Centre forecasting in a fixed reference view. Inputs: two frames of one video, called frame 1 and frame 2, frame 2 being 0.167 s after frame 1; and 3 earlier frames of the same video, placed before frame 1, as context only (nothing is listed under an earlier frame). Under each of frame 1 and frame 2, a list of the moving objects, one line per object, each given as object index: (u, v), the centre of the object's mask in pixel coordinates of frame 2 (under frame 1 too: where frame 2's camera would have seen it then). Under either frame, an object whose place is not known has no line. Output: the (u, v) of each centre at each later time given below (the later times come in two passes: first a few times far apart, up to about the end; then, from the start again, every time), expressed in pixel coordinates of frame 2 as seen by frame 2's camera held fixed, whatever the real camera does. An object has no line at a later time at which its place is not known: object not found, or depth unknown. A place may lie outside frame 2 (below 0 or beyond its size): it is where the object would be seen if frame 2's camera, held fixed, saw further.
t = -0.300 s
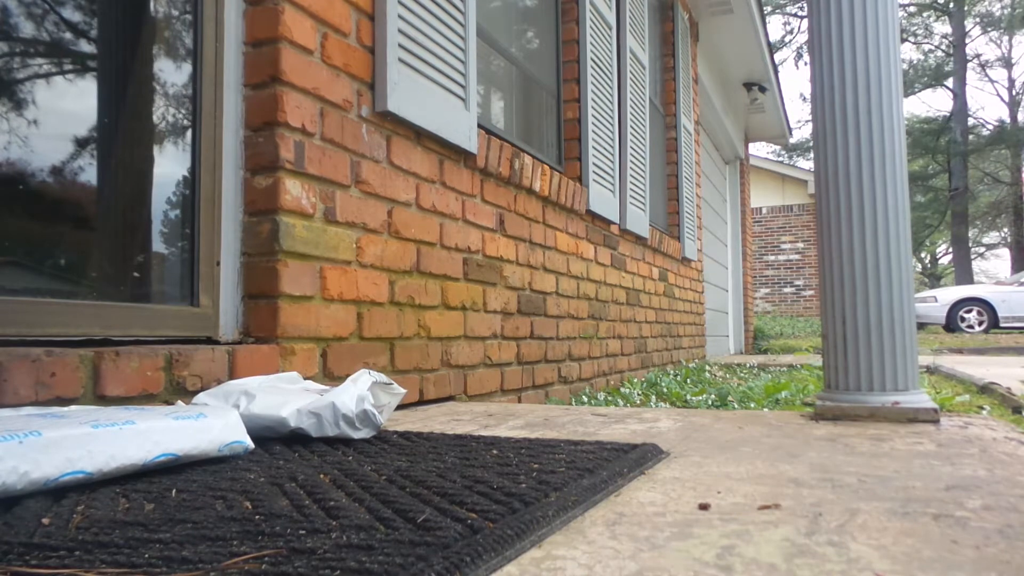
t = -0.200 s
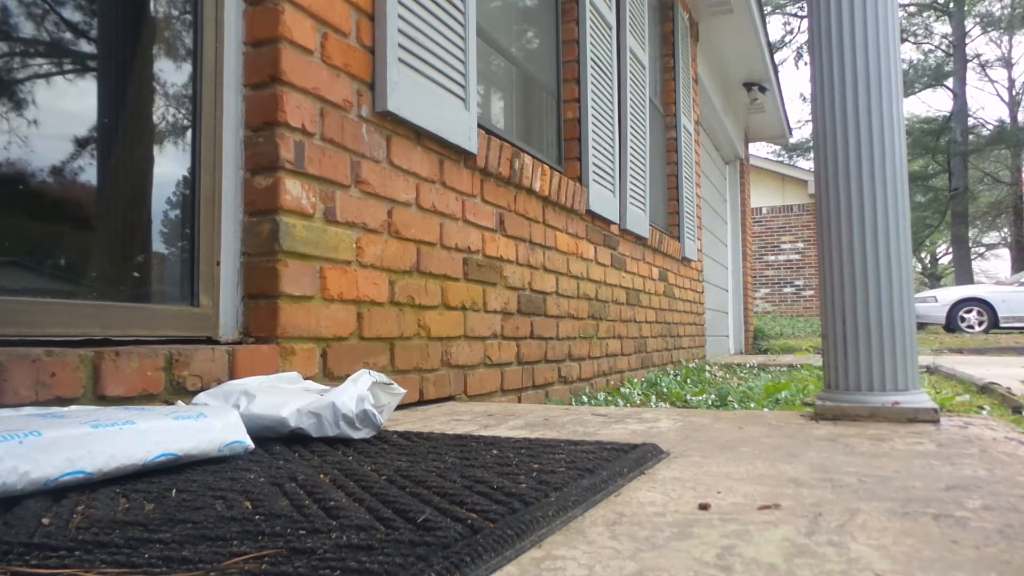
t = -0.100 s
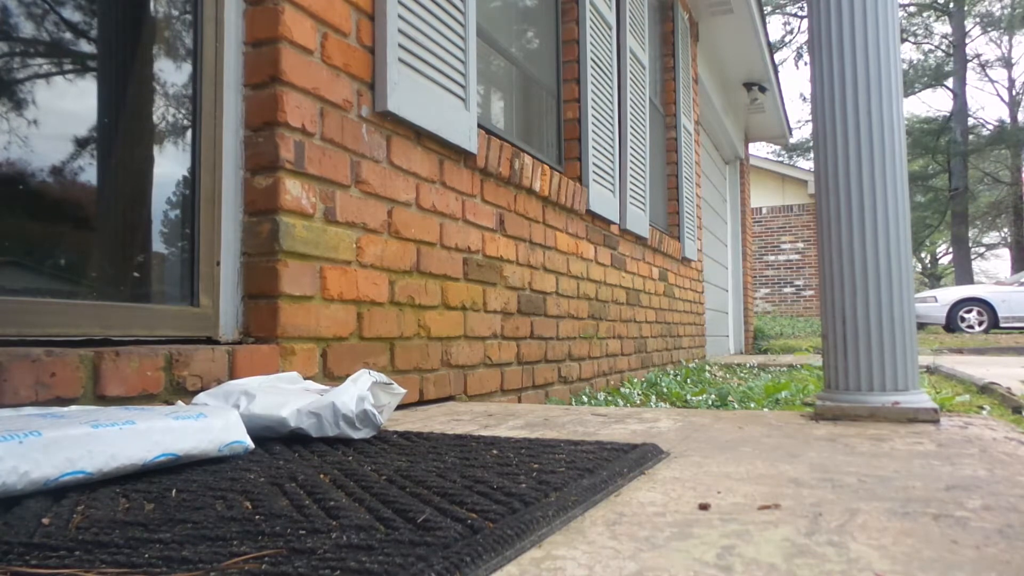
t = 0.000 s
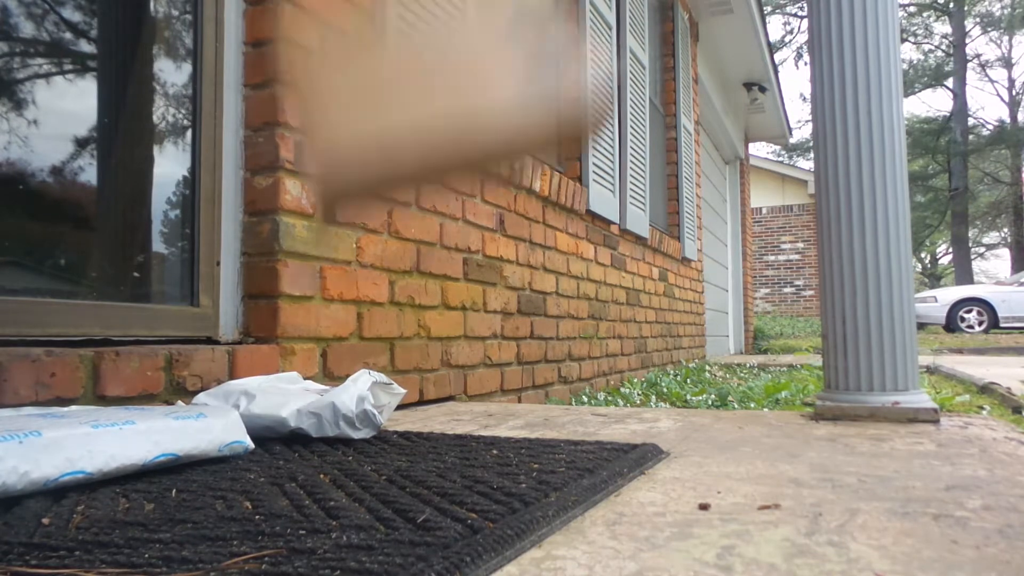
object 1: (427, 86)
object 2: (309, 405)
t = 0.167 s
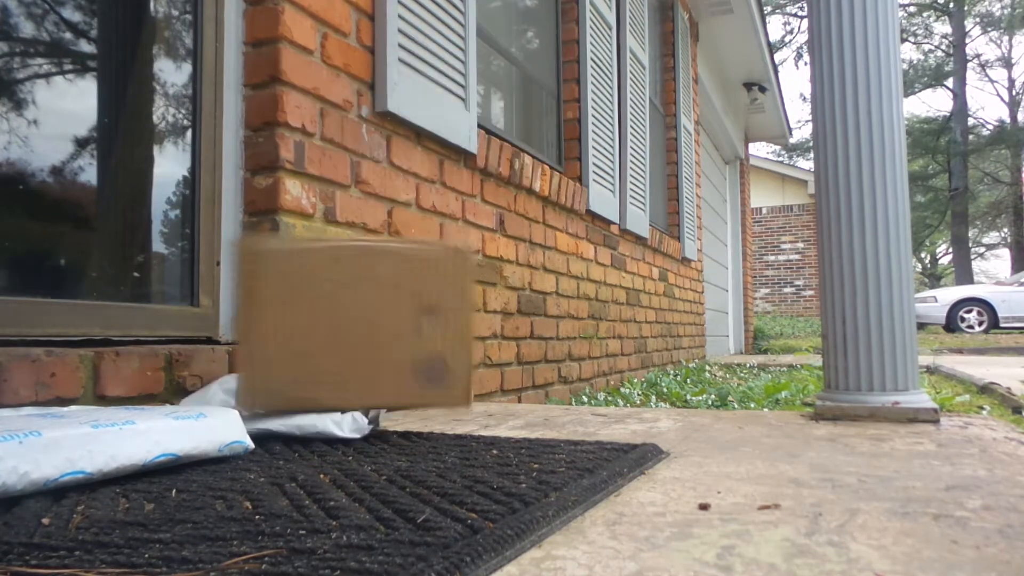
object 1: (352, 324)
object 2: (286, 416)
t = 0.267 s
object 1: (387, 332)
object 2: (284, 408)
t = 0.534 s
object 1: (426, 376)
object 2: (297, 406)
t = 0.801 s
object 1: (435, 392)
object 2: (288, 407)
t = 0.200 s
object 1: (366, 325)
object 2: (283, 414)
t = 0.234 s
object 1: (380, 333)
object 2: (280, 411)
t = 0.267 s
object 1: (387, 332)
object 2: (284, 408)
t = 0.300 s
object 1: (394, 335)
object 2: (286, 407)
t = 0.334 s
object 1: (401, 344)
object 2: (288, 408)
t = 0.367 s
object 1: (407, 354)
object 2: (287, 408)
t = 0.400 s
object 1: (412, 372)
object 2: (286, 407)
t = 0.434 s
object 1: (418, 390)
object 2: (282, 408)
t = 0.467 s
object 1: (422, 390)
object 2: (277, 402)
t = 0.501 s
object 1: (423, 381)
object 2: (290, 403)
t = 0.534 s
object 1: (426, 376)
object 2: (297, 406)
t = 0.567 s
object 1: (428, 375)
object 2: (299, 407)
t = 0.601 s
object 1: (429, 382)
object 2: (298, 408)
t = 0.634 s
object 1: (432, 387)
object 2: (288, 404)
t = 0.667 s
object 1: (434, 392)
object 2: (280, 401)
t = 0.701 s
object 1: (435, 392)
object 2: (281, 405)
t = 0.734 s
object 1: (435, 391)
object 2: (286, 407)
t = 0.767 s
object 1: (435, 391)
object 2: (288, 407)
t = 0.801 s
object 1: (435, 392)
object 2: (288, 407)
